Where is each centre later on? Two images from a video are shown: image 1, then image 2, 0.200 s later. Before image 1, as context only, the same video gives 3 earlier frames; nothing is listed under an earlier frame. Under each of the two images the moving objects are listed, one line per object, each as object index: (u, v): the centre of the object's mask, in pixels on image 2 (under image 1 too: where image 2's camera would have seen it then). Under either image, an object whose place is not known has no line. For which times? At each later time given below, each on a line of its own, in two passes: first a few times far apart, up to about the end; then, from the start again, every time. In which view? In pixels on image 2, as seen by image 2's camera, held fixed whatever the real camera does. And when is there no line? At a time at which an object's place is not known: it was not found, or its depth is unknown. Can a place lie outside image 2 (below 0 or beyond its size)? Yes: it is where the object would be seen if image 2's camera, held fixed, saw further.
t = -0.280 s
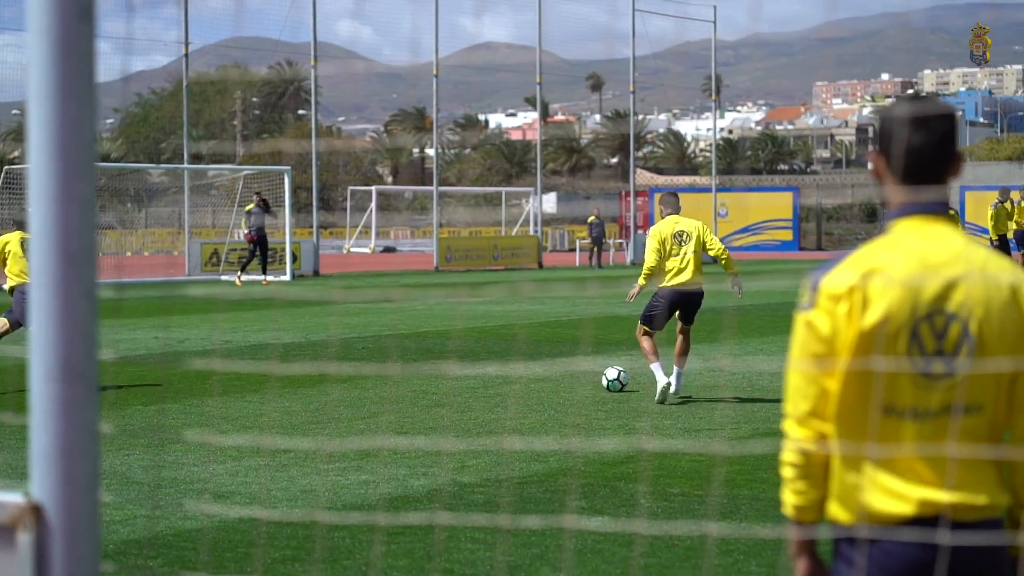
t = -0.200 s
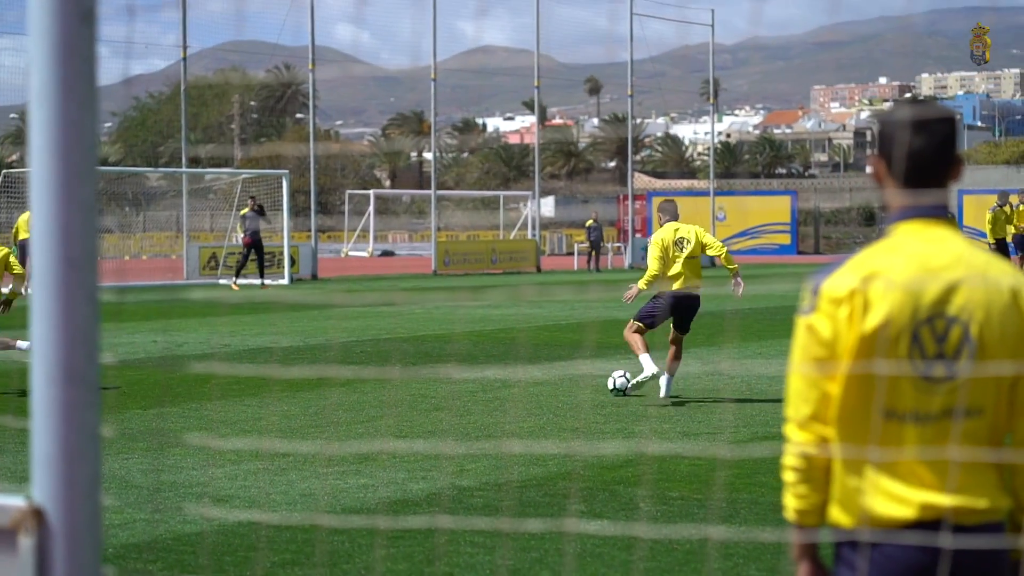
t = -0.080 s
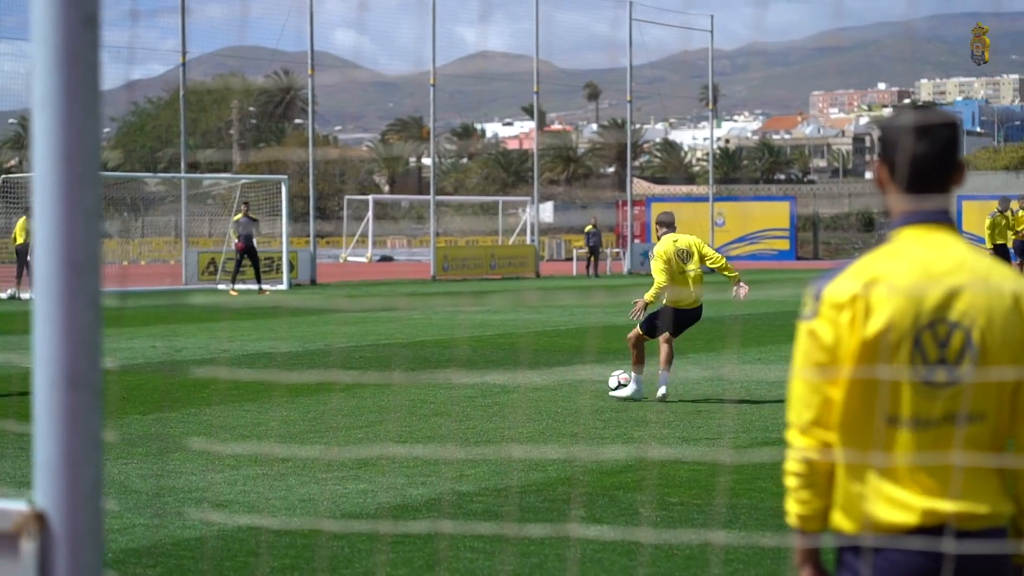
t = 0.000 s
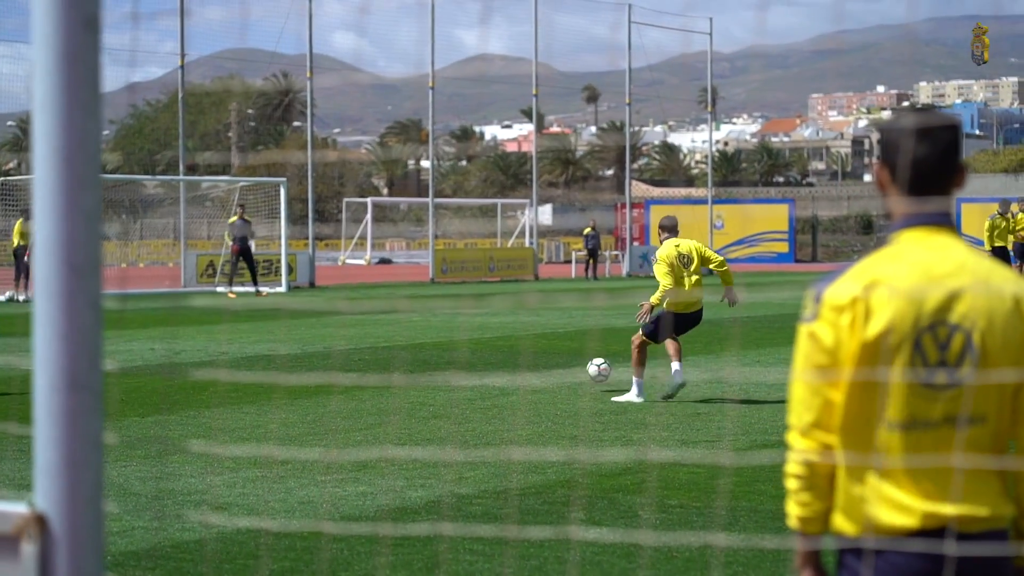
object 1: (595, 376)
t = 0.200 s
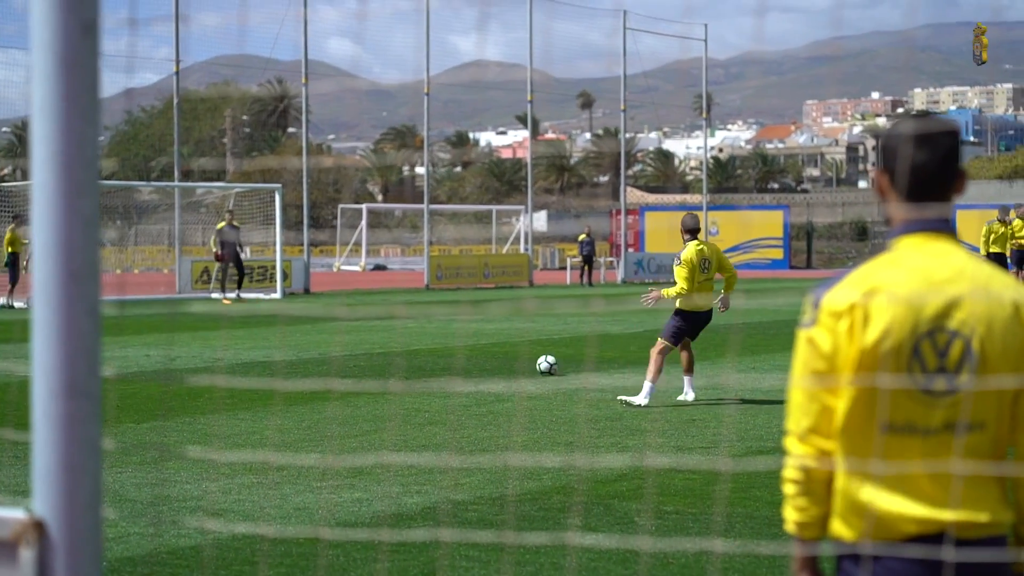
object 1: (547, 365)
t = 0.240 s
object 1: (539, 357)
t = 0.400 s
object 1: (510, 346)
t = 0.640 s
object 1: (482, 332)
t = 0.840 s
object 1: (464, 336)
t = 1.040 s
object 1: (454, 329)
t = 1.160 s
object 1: (448, 325)
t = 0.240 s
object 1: (539, 357)
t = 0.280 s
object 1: (532, 352)
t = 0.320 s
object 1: (525, 348)
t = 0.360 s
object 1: (518, 346)
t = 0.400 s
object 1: (510, 346)
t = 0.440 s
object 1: (504, 347)
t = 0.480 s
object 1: (498, 350)
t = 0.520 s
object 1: (493, 345)
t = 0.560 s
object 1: (489, 339)
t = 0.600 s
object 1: (485, 335)
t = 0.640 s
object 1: (482, 332)
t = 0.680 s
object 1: (478, 331)
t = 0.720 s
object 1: (474, 331)
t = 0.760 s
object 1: (471, 333)
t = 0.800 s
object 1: (467, 336)
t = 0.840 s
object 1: (464, 336)
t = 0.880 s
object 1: (462, 332)
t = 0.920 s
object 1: (460, 329)
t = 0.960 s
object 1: (458, 327)
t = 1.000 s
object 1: (456, 327)
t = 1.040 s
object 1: (454, 329)
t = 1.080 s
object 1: (452, 330)
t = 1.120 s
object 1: (450, 328)
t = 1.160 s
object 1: (448, 325)
